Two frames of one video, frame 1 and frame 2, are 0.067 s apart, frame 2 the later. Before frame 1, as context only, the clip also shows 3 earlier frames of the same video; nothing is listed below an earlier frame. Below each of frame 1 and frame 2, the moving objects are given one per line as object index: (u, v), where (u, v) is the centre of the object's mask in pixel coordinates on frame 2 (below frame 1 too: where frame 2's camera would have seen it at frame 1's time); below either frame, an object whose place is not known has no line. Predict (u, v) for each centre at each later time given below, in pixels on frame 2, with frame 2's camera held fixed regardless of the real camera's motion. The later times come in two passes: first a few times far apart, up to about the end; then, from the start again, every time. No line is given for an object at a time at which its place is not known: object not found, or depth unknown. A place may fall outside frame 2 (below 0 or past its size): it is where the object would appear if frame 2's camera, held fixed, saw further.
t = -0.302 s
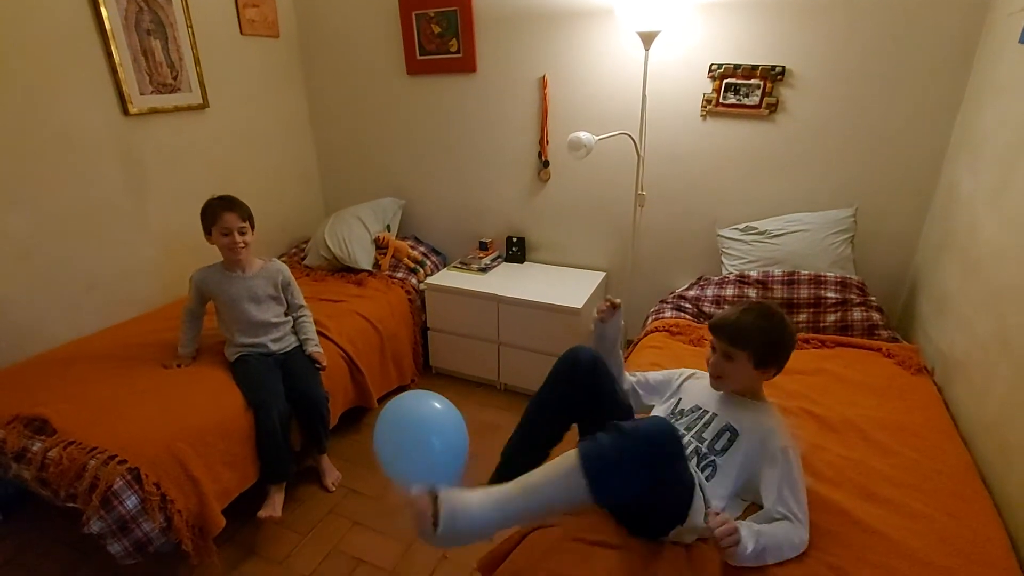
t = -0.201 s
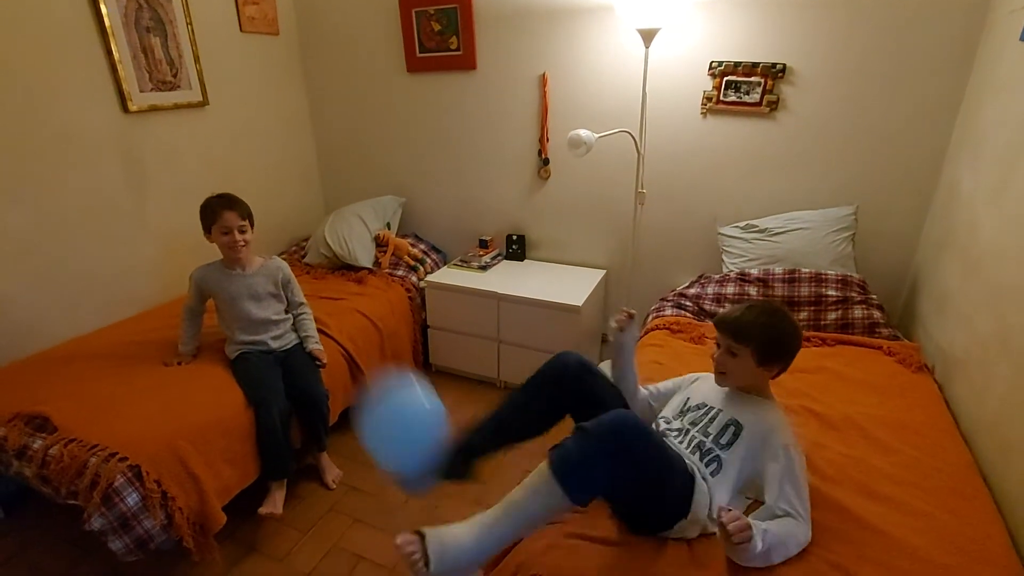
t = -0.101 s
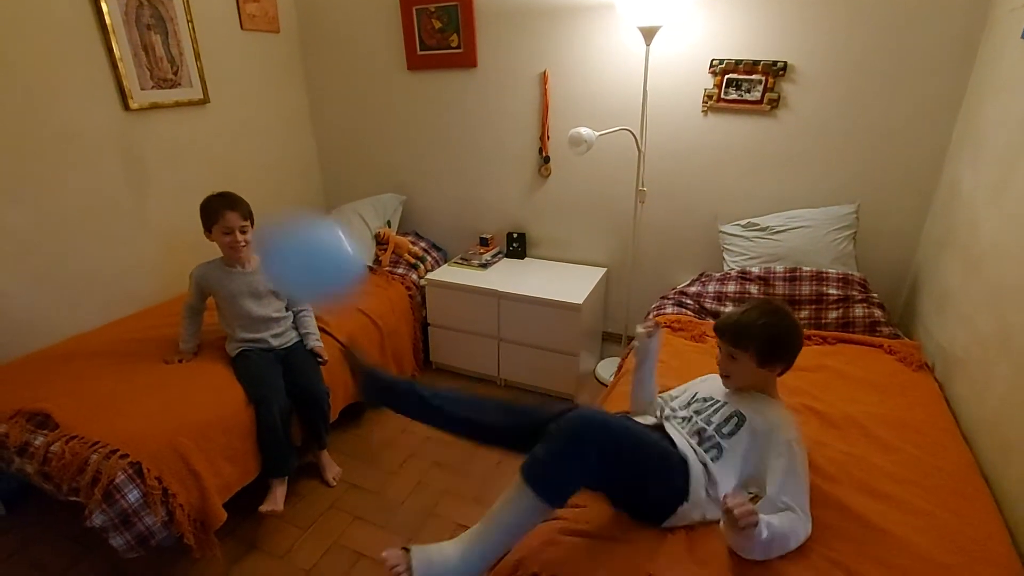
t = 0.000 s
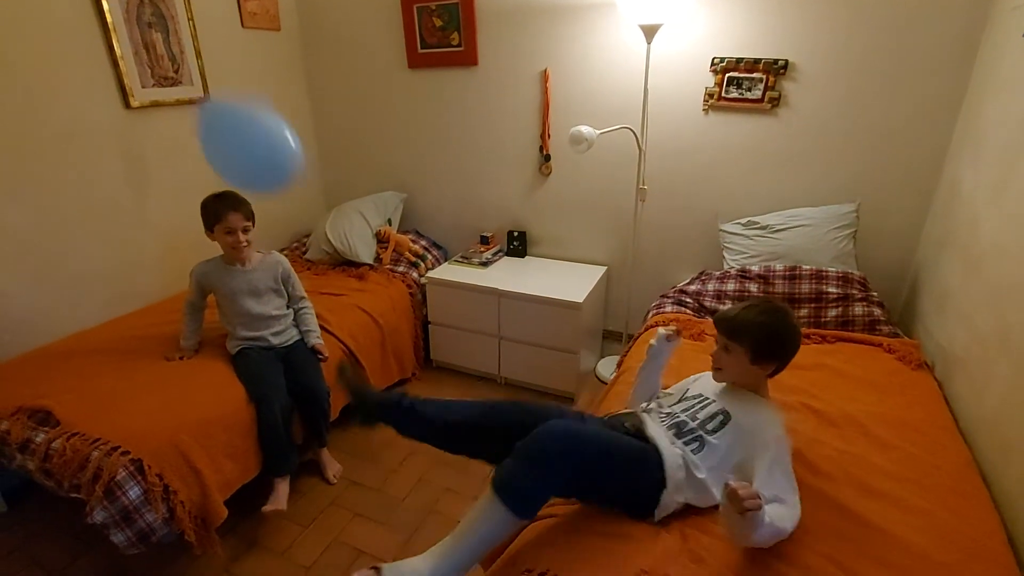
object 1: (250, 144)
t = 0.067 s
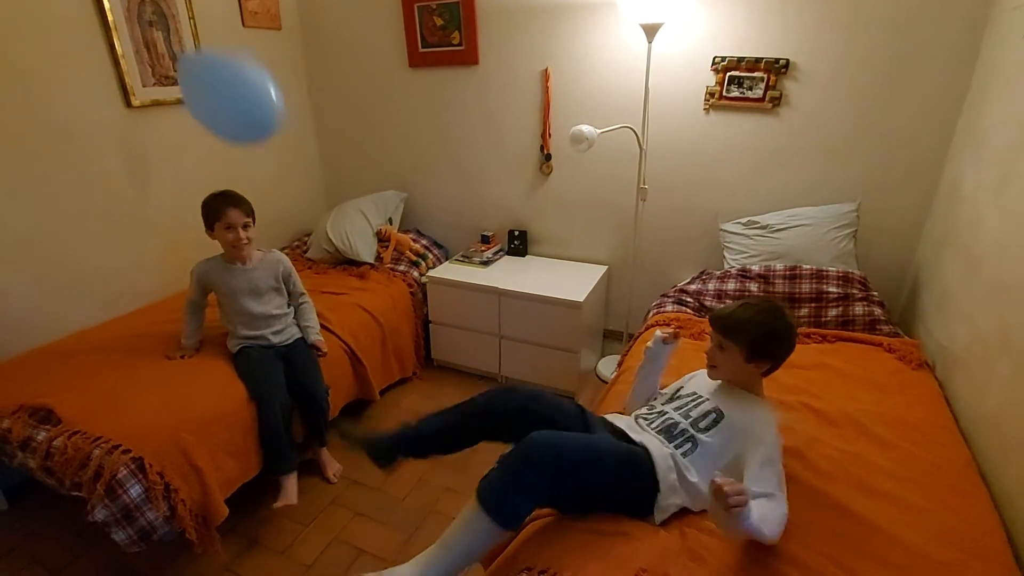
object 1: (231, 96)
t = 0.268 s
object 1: (228, 54)
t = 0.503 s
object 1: (243, 73)
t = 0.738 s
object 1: (253, 116)
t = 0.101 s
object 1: (227, 80)
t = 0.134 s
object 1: (226, 69)
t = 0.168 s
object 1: (226, 62)
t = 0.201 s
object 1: (226, 58)
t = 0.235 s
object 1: (227, 55)
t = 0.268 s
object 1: (228, 54)
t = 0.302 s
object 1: (230, 54)
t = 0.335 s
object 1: (233, 55)
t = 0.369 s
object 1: (235, 58)
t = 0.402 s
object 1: (237, 60)
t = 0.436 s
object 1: (239, 64)
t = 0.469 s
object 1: (241, 68)
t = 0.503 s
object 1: (243, 73)
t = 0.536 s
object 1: (244, 78)
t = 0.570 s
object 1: (246, 83)
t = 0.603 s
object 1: (248, 89)
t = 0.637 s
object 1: (249, 95)
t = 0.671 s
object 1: (251, 102)
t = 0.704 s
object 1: (251, 109)
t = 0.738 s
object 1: (253, 116)
